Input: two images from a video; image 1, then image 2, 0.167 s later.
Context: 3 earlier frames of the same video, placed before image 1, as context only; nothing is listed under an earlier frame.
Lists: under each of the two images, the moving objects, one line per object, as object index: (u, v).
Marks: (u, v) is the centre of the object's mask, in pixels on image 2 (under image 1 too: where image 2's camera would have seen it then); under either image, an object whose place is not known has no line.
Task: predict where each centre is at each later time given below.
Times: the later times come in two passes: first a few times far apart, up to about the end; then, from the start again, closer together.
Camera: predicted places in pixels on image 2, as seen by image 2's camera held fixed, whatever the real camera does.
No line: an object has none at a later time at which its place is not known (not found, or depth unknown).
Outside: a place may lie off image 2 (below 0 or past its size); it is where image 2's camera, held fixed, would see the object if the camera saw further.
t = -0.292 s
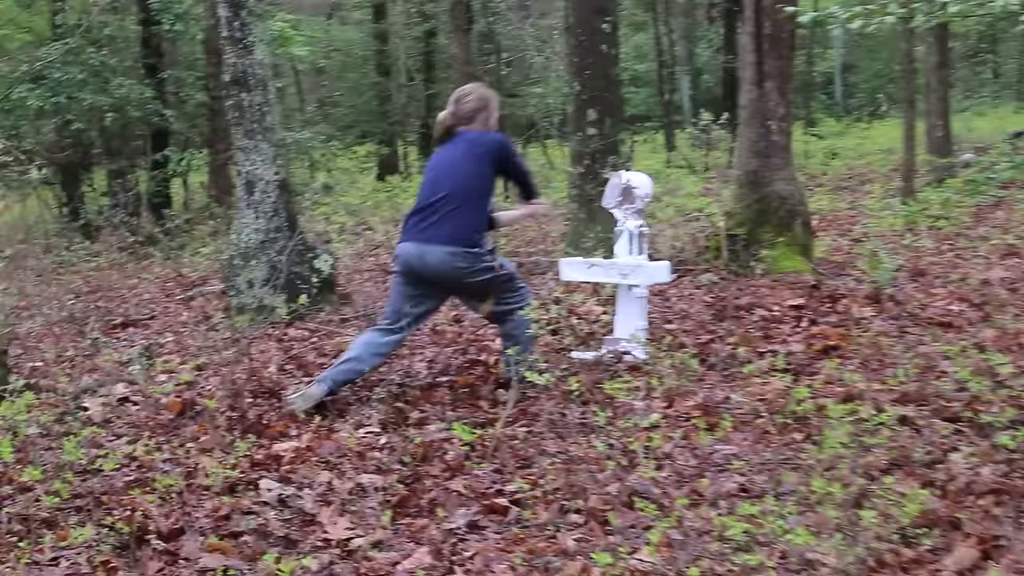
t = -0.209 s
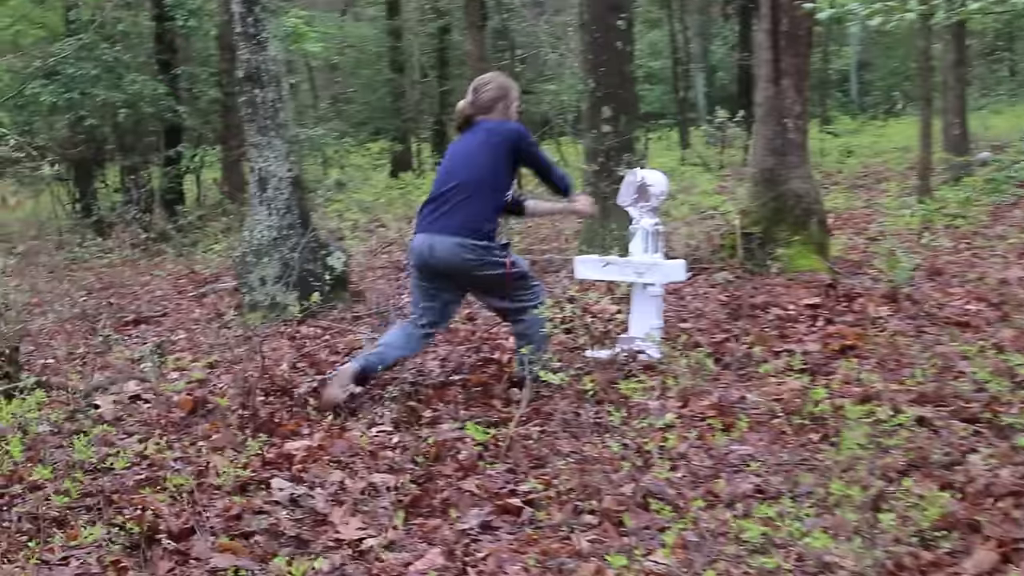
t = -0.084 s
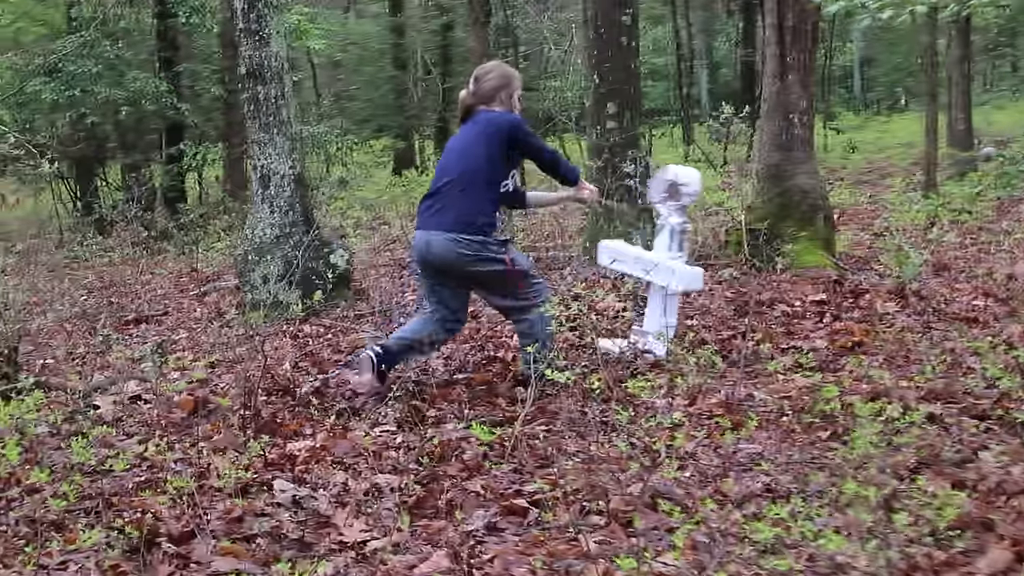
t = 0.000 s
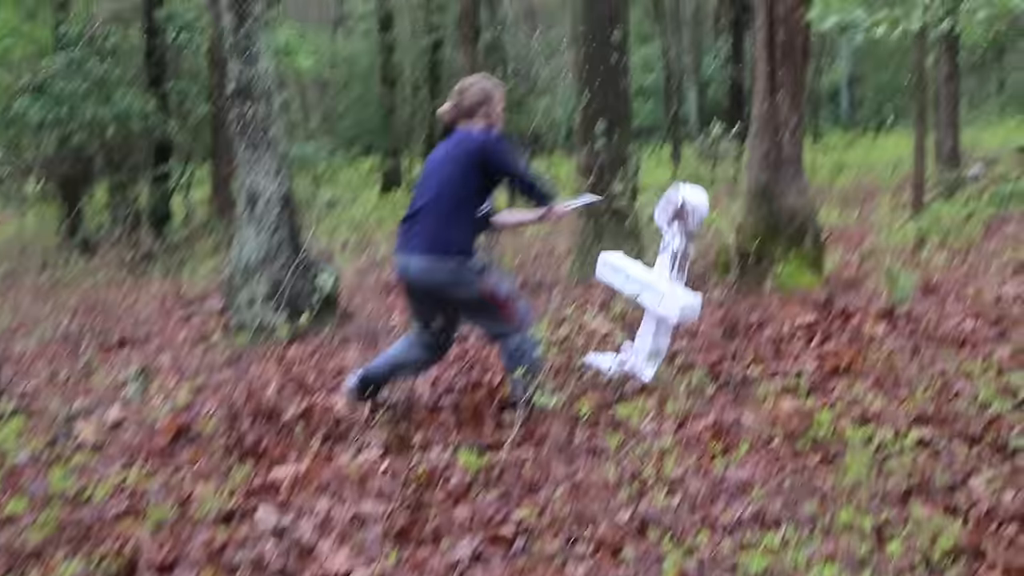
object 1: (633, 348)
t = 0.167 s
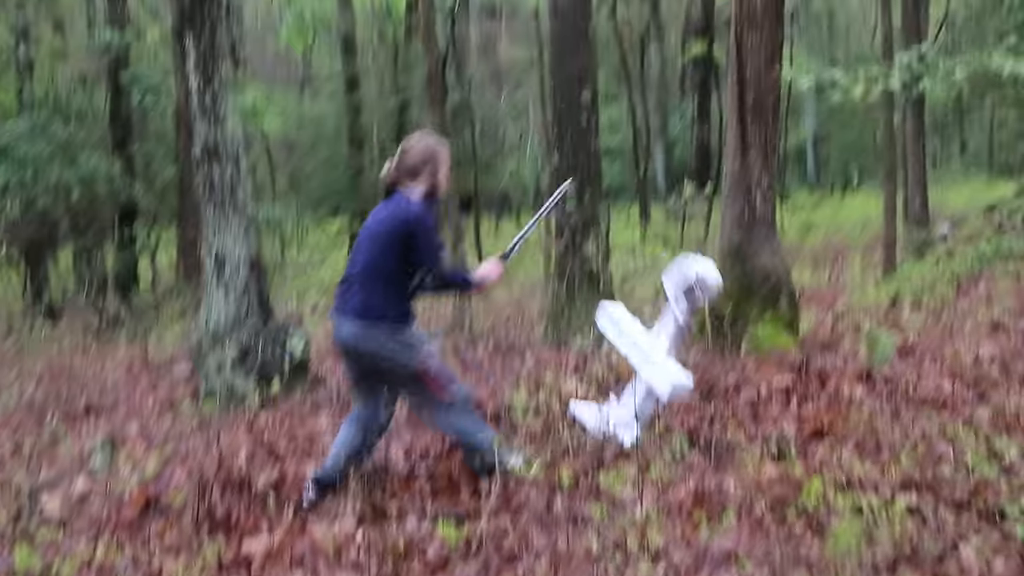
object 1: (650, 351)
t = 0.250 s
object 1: (661, 355)
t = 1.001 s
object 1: (732, 398)
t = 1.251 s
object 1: (736, 393)
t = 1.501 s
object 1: (734, 401)
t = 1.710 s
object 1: (730, 401)
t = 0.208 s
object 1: (656, 352)
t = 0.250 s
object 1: (661, 355)
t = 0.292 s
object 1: (667, 357)
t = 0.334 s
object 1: (669, 360)
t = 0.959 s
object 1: (734, 399)
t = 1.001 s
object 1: (732, 398)
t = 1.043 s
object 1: (732, 396)
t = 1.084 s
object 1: (732, 394)
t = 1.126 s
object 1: (731, 390)
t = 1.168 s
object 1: (734, 391)
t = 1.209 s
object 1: (735, 392)
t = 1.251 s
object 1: (736, 393)
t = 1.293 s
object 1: (738, 395)
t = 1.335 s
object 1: (738, 397)
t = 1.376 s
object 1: (737, 397)
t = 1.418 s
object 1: (736, 398)
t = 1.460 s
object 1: (736, 400)
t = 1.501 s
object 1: (734, 401)
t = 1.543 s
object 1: (734, 403)
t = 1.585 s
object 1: (732, 401)
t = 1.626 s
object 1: (731, 401)
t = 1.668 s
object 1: (730, 401)
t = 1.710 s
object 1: (730, 401)
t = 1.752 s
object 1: (733, 401)
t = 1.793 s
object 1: (735, 403)
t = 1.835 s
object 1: (736, 404)
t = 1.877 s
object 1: (732, 401)
